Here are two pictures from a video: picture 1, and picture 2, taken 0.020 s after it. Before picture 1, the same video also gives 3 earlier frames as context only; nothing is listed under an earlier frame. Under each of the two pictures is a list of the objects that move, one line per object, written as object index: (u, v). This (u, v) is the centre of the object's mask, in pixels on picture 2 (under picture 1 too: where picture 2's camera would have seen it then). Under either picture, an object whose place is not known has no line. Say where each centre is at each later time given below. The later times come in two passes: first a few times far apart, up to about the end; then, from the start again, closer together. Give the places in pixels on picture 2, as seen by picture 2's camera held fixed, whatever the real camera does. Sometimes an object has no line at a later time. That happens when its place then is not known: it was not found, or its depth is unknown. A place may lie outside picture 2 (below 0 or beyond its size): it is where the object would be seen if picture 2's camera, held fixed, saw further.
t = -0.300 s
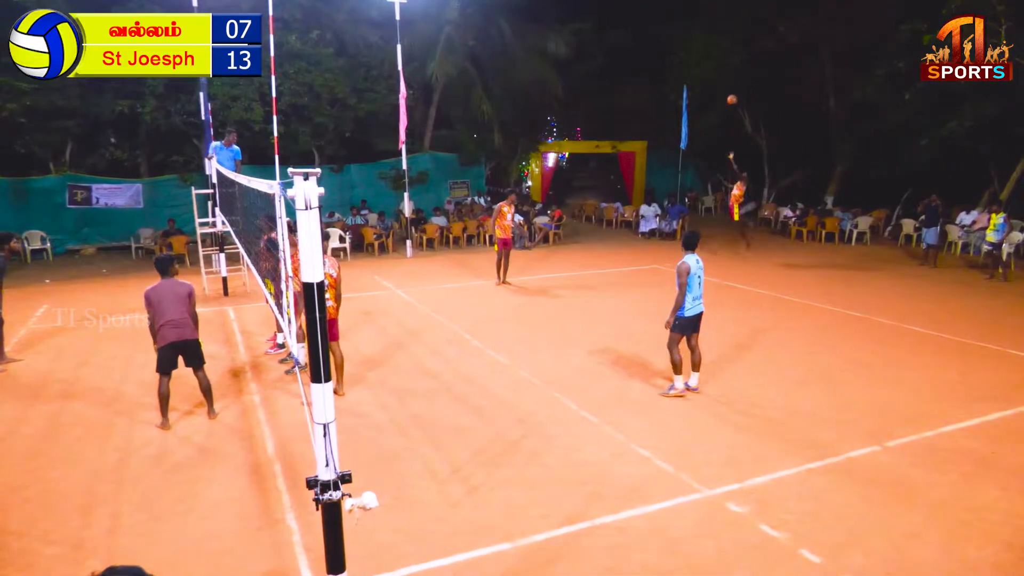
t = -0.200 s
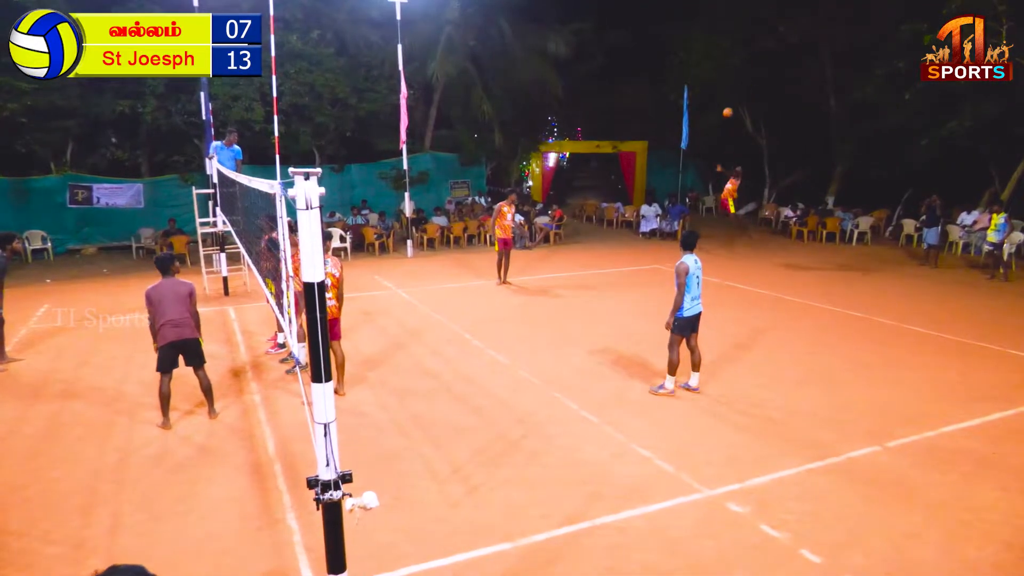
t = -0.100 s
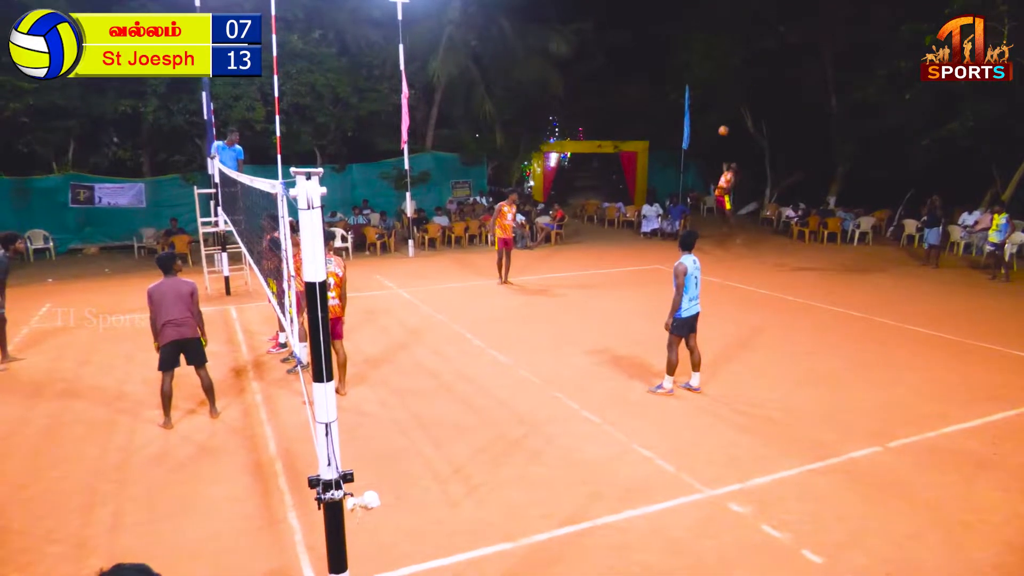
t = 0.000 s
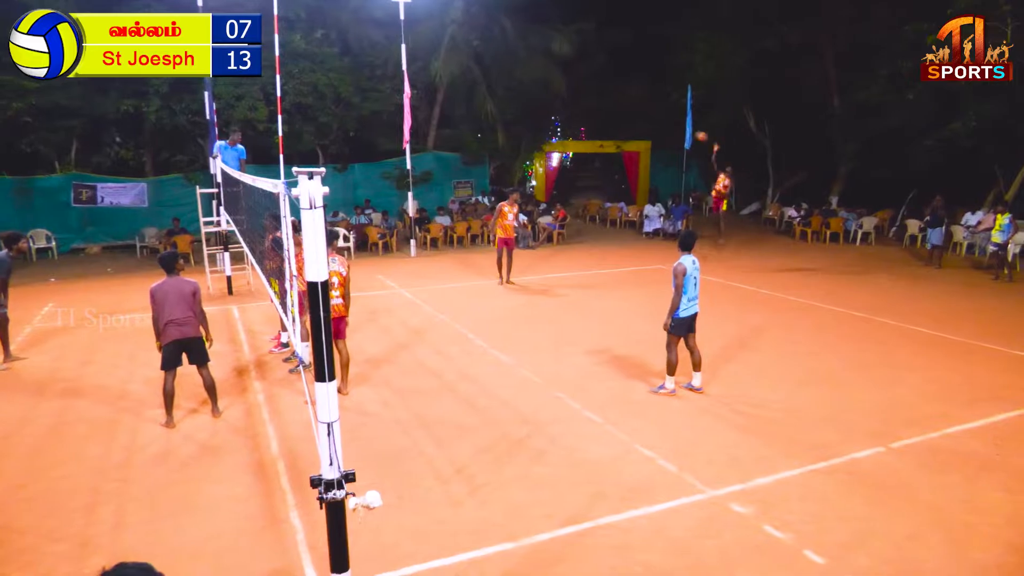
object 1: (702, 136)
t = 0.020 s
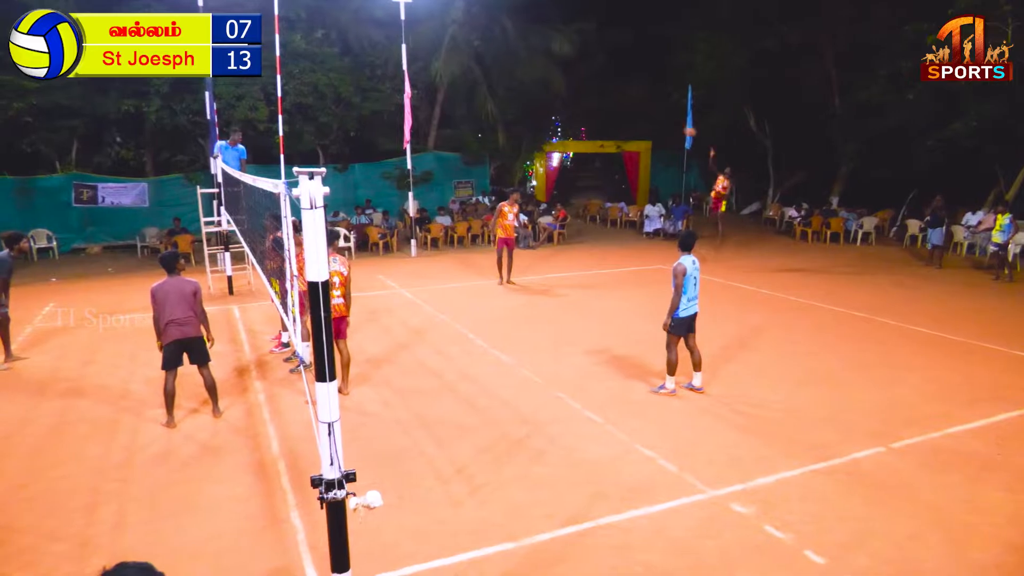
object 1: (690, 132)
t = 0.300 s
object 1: (486, 84)
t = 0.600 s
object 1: (155, 100)
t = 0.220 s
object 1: (553, 93)
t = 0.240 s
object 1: (537, 91)
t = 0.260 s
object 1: (521, 89)
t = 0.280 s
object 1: (503, 86)
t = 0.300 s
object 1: (486, 84)
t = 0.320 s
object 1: (469, 83)
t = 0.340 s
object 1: (450, 81)
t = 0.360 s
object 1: (431, 80)
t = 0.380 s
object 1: (412, 79)
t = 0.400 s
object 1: (390, 79)
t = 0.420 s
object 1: (369, 79)
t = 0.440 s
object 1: (348, 80)
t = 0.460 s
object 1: (326, 81)
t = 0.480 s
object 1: (303, 82)
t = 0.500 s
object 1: (287, 84)
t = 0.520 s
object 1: (258, 86)
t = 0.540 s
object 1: (233, 90)
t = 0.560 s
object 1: (209, 93)
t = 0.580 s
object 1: (183, 96)
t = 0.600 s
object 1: (155, 100)
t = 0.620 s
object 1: (129, 105)
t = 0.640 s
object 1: (101, 111)
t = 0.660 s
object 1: (72, 117)
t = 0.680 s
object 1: (42, 123)
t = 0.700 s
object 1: (12, 130)
